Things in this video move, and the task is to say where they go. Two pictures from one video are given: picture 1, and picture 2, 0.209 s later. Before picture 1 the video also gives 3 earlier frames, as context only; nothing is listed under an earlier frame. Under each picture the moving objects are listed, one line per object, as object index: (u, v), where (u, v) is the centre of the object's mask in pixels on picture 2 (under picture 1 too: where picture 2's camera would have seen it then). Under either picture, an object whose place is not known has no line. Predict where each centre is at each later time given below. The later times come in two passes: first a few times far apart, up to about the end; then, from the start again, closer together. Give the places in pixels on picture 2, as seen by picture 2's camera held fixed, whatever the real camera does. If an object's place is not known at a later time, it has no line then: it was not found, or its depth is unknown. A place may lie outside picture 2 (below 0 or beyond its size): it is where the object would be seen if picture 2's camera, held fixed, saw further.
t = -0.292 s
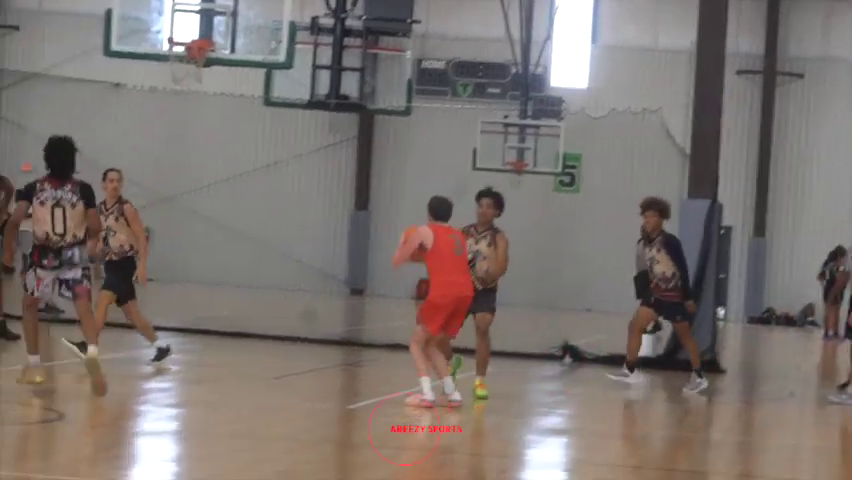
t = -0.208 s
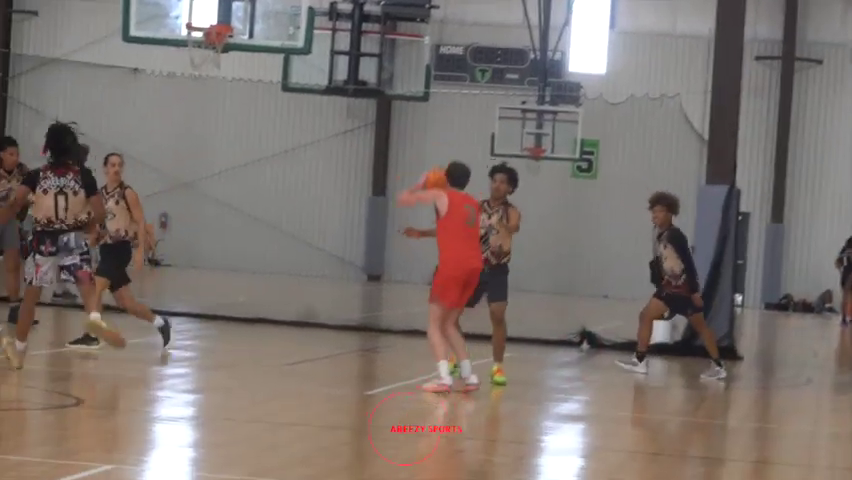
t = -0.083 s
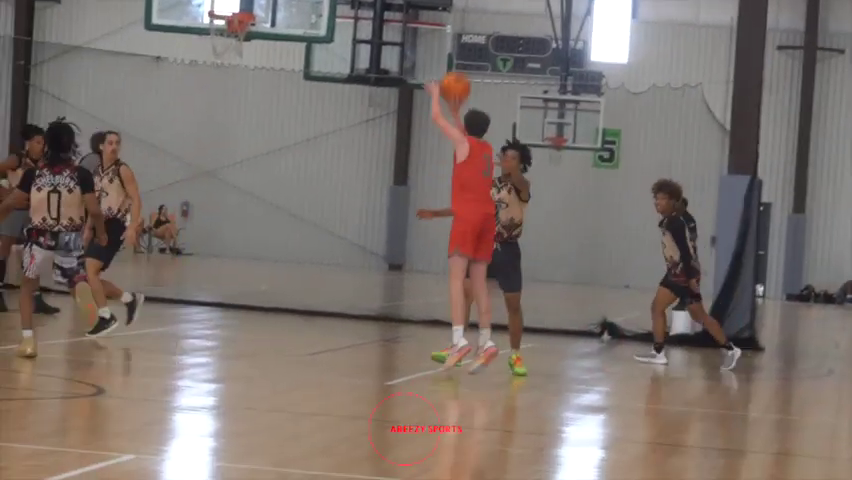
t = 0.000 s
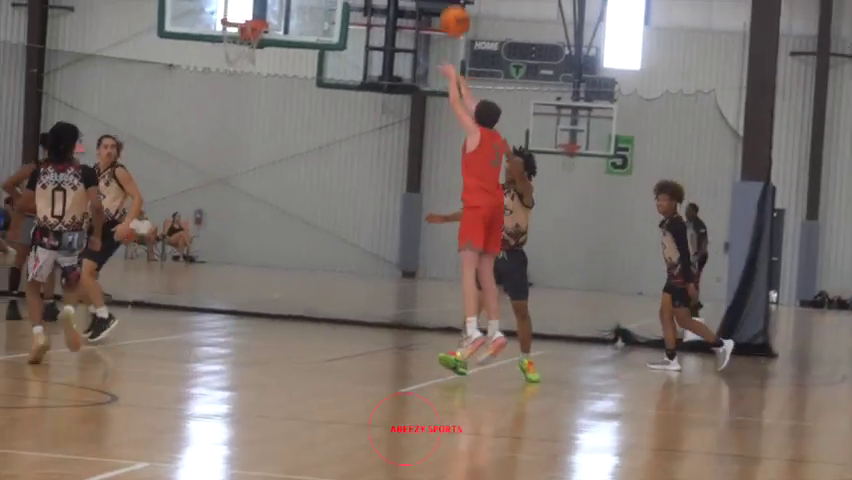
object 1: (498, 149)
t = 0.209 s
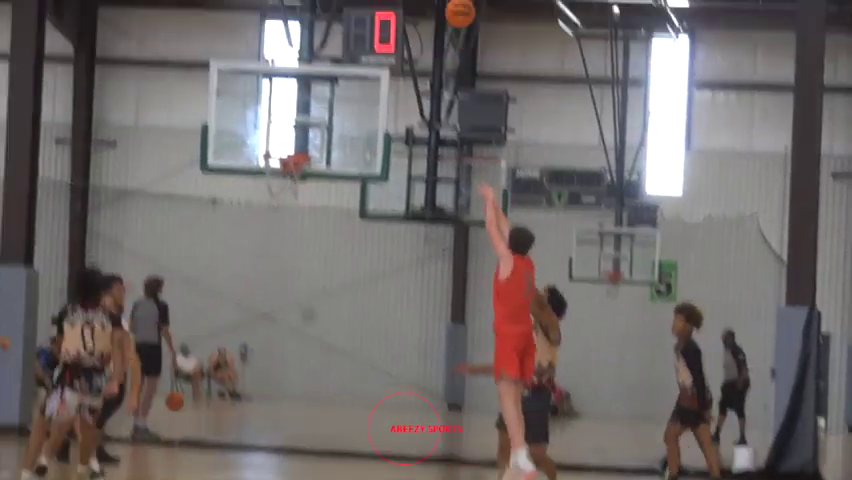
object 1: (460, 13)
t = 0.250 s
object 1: (453, -8)
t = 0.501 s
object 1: (414, -78)
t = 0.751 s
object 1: (378, -73)
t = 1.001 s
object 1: (339, -5)
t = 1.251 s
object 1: (302, 121)
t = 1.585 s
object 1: (162, 104)
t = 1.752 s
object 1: (77, 114)
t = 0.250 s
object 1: (453, -8)
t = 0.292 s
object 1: (446, -25)
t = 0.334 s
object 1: (440, -40)
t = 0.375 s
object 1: (433, -53)
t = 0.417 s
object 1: (427, -64)
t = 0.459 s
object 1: (421, -72)
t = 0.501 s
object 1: (414, -78)
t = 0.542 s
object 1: (408, -82)
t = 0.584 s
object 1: (402, -84)
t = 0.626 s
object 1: (395, -84)
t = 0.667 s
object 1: (390, -82)
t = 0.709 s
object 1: (383, -79)
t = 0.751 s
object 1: (378, -73)
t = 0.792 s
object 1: (371, -66)
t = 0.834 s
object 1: (365, -56)
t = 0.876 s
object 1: (357, -47)
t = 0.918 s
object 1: (351, -35)
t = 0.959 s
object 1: (345, -20)
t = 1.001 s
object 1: (339, -5)
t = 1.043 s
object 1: (333, 12)
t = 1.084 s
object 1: (327, 31)
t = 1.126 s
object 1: (320, 52)
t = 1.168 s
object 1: (313, 74)
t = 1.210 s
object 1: (308, 96)
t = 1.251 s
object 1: (302, 121)
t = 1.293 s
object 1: (296, 149)
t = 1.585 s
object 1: (162, 104)
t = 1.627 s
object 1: (141, 105)
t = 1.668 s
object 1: (122, 106)
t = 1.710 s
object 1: (100, 109)
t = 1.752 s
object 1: (77, 114)
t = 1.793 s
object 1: (52, 121)
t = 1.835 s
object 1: (21, 126)
